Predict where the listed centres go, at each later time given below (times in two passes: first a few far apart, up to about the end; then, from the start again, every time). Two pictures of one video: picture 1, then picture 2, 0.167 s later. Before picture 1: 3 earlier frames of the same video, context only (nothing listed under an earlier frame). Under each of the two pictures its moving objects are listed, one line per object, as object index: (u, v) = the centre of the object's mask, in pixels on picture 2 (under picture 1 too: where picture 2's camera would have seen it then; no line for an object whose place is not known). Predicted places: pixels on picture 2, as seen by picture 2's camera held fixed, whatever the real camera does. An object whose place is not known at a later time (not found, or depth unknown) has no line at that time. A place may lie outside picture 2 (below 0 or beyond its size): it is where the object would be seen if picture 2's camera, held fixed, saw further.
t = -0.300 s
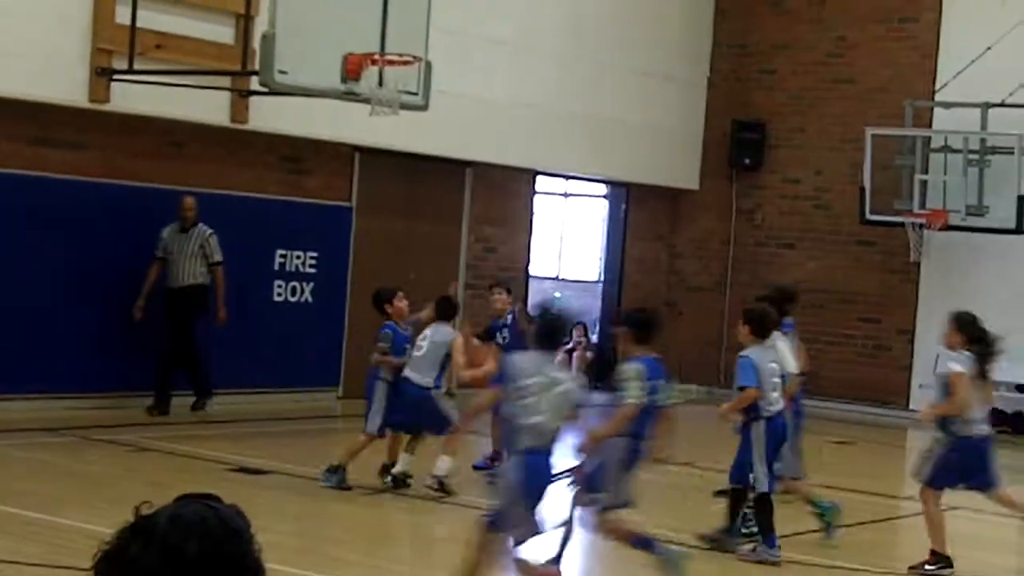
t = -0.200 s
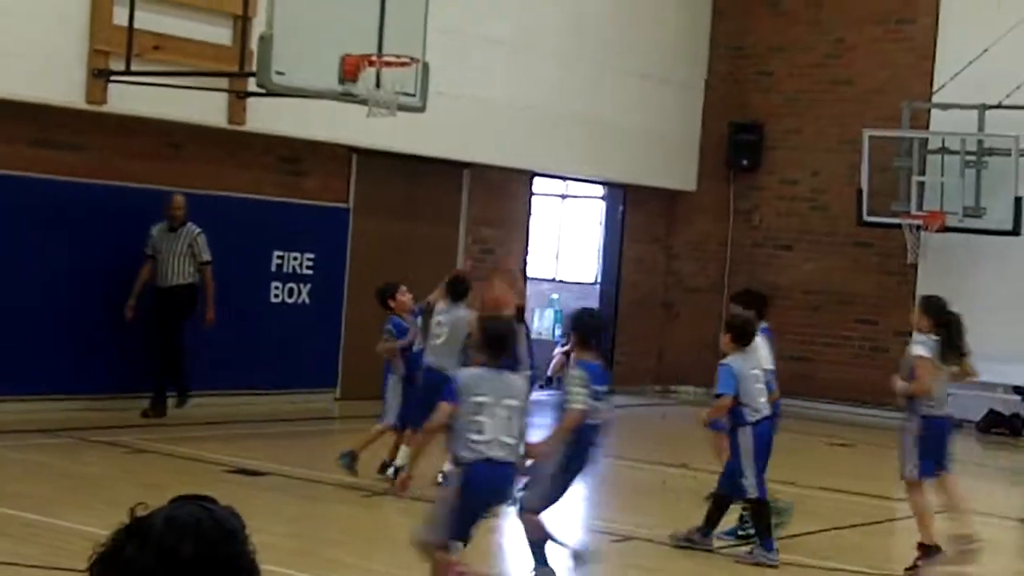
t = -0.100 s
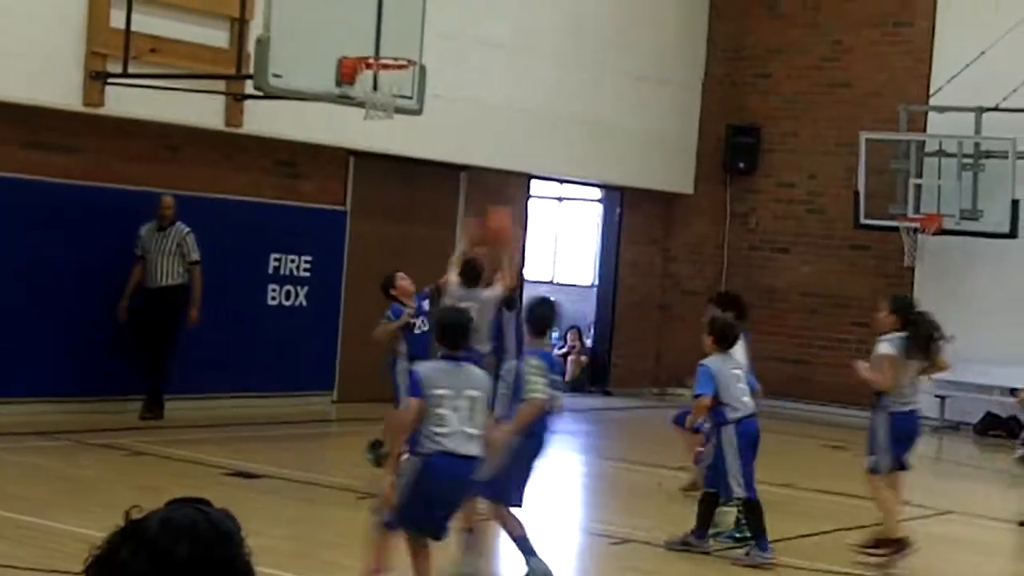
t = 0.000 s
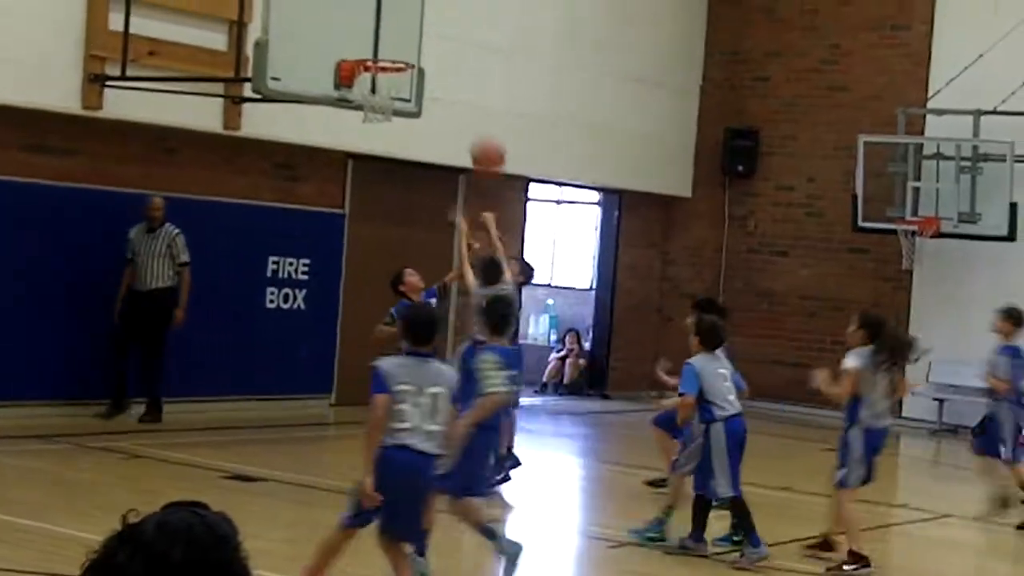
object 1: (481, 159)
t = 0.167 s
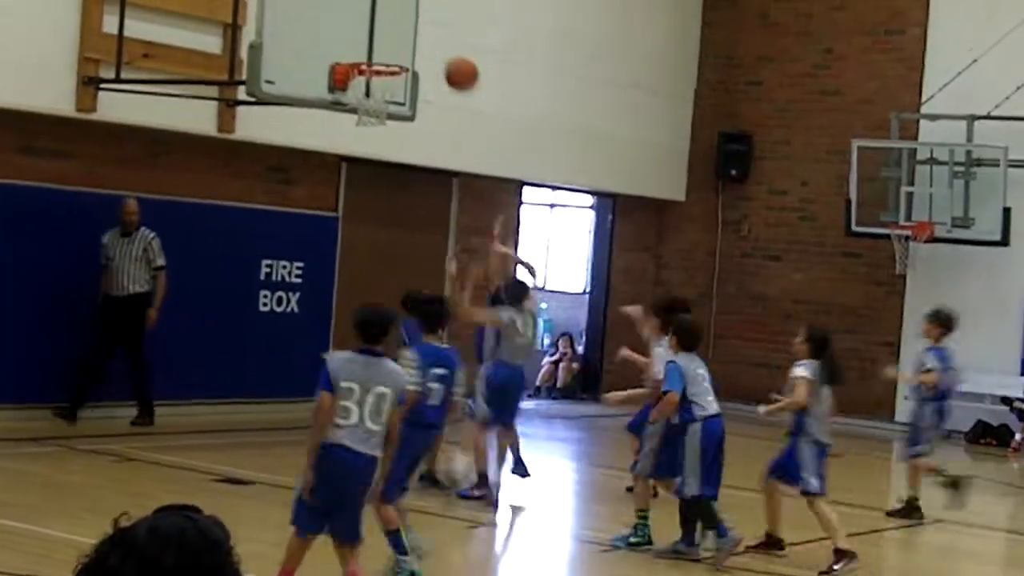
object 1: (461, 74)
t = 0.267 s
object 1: (448, 42)
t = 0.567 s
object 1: (406, 29)
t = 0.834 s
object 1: (368, 108)
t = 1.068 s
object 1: (341, 214)
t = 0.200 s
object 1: (457, 61)
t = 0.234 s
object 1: (453, 51)
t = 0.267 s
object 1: (448, 42)
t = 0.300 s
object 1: (444, 35)
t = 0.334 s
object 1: (439, 29)
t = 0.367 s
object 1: (434, 25)
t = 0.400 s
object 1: (429, 22)
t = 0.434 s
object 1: (425, 21)
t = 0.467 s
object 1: (420, 21)
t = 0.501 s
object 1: (416, 22)
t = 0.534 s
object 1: (411, 25)
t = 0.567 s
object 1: (406, 29)
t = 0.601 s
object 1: (401, 35)
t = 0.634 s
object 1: (396, 42)
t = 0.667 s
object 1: (391, 50)
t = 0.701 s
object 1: (387, 56)
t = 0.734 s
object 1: (382, 69)
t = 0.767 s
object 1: (377, 81)
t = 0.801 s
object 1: (372, 91)
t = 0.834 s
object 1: (368, 108)
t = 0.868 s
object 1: (363, 117)
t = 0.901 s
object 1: (359, 130)
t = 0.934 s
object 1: (356, 144)
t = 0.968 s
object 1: (354, 161)
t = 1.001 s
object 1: (350, 175)
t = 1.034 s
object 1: (346, 194)
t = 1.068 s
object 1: (341, 214)
